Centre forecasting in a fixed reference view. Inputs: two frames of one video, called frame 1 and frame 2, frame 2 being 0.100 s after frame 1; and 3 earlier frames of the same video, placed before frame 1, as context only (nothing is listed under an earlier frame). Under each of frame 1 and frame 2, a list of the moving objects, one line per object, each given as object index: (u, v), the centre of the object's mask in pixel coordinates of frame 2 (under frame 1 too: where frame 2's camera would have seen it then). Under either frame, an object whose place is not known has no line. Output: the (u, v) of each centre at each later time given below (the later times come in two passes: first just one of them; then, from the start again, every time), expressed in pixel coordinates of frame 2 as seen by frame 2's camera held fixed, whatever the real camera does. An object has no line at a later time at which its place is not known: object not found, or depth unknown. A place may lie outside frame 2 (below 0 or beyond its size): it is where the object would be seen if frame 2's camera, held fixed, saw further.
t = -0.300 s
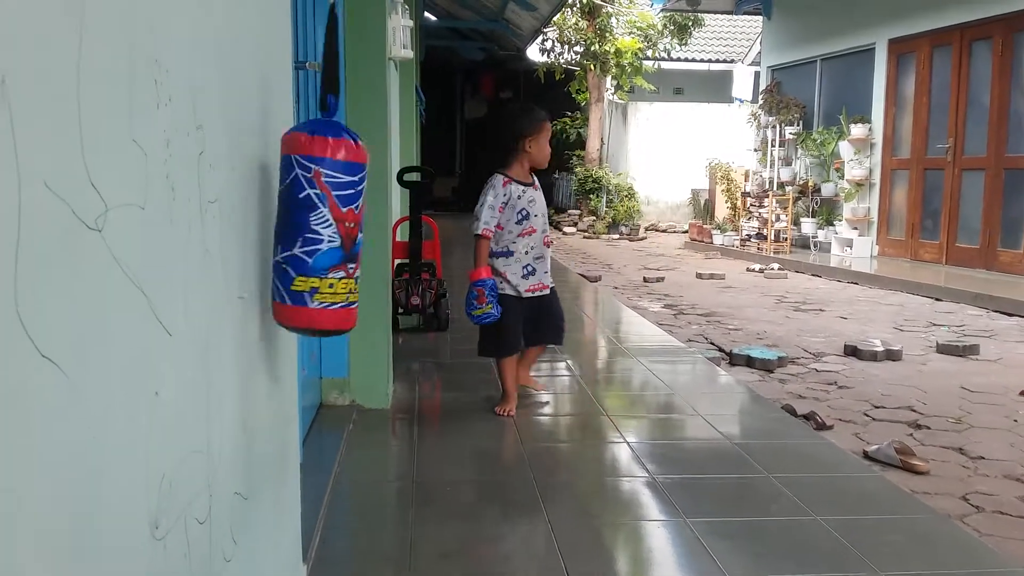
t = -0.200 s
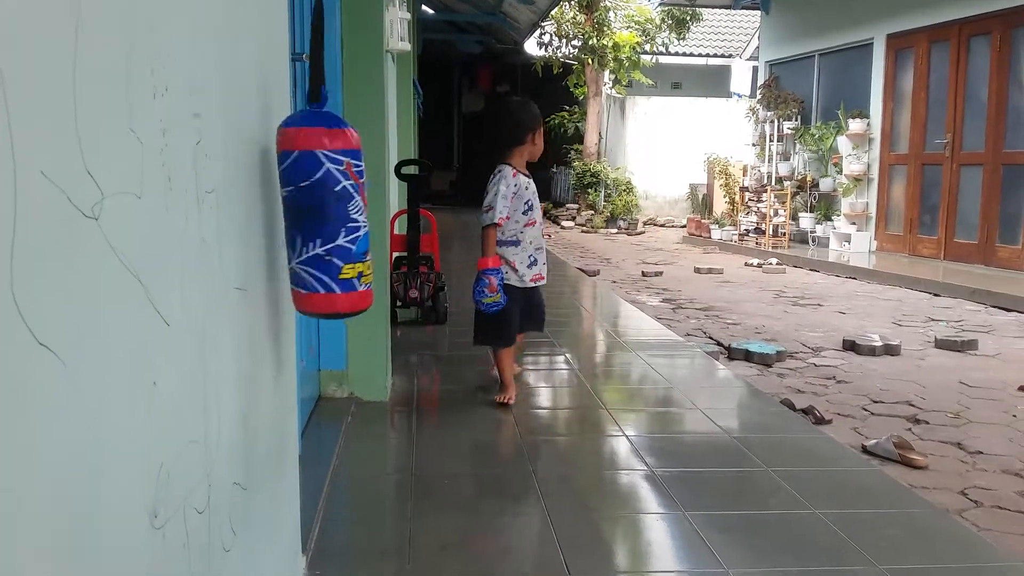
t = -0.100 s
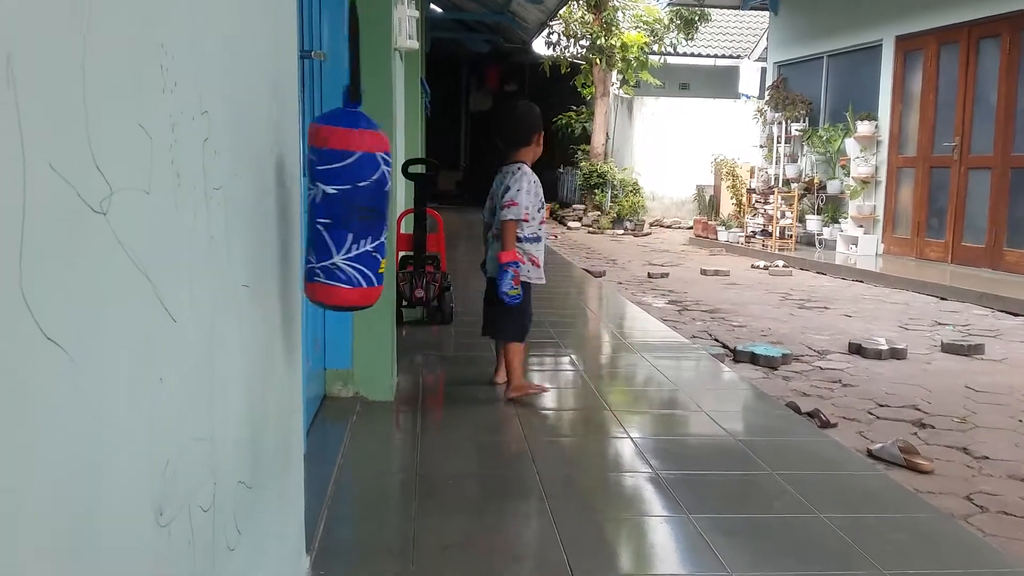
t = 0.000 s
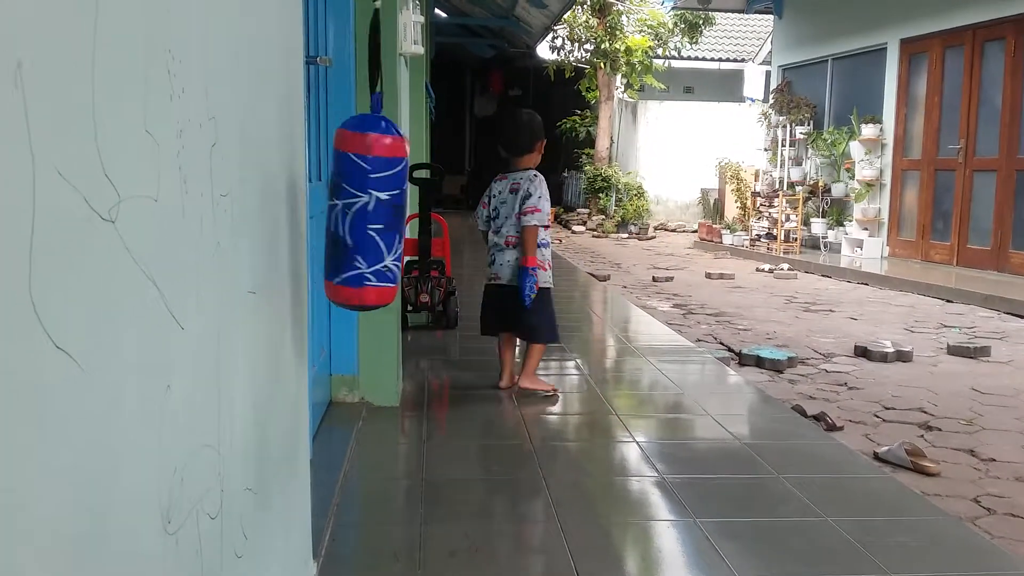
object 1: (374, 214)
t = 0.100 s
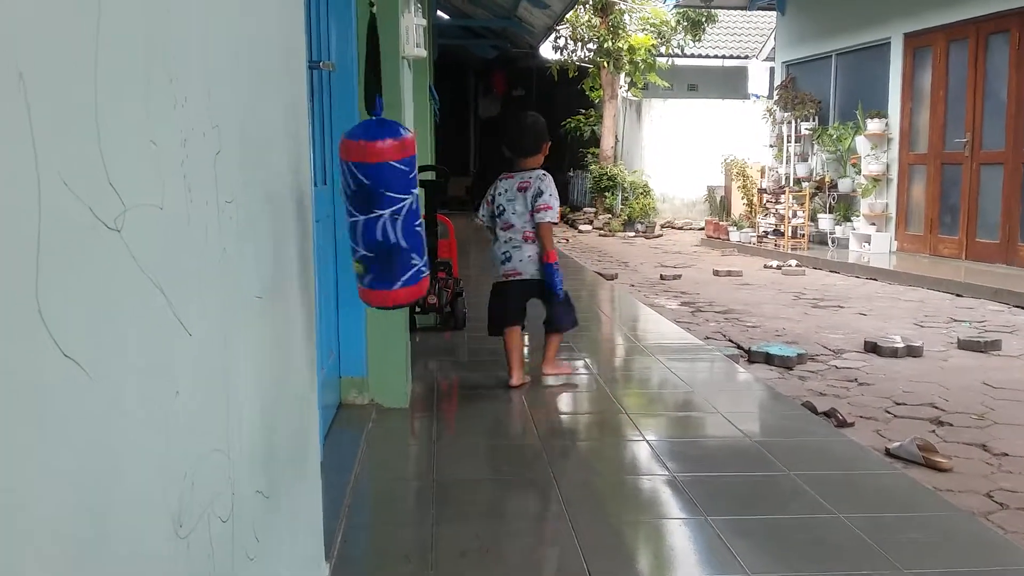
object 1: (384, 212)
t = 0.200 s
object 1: (397, 206)
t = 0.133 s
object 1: (389, 210)
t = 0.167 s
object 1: (393, 209)
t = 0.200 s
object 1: (397, 206)
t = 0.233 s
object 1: (401, 207)
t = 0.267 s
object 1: (405, 207)
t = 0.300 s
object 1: (409, 207)
